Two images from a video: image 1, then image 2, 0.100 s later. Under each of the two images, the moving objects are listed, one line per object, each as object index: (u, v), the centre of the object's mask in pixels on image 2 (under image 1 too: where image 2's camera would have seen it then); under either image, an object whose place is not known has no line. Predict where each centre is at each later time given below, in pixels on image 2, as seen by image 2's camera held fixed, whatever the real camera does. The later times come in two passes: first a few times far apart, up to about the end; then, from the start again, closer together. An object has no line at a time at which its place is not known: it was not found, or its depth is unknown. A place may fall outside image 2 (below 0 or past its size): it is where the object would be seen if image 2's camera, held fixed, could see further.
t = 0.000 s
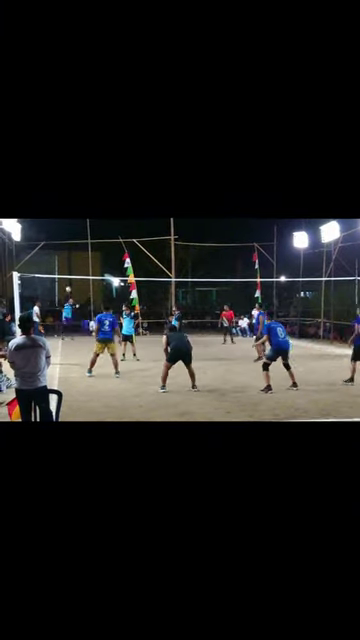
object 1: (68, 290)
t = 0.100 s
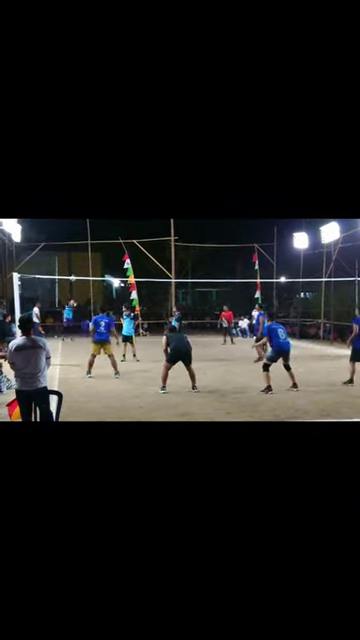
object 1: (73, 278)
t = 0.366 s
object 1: (87, 251)
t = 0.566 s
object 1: (104, 243)
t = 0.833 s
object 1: (135, 256)
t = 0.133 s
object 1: (74, 273)
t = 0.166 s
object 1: (76, 270)
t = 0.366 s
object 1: (87, 251)
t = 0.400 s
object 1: (90, 249)
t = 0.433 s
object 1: (92, 247)
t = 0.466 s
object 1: (95, 245)
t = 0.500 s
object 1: (98, 245)
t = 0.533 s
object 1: (101, 244)
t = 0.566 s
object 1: (104, 243)
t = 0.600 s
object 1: (107, 243)
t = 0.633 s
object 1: (110, 243)
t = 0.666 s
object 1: (114, 244)
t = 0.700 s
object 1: (118, 245)
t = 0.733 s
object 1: (122, 247)
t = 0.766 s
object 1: (126, 249)
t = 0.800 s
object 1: (131, 252)
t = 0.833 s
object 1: (135, 256)
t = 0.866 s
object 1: (140, 260)
